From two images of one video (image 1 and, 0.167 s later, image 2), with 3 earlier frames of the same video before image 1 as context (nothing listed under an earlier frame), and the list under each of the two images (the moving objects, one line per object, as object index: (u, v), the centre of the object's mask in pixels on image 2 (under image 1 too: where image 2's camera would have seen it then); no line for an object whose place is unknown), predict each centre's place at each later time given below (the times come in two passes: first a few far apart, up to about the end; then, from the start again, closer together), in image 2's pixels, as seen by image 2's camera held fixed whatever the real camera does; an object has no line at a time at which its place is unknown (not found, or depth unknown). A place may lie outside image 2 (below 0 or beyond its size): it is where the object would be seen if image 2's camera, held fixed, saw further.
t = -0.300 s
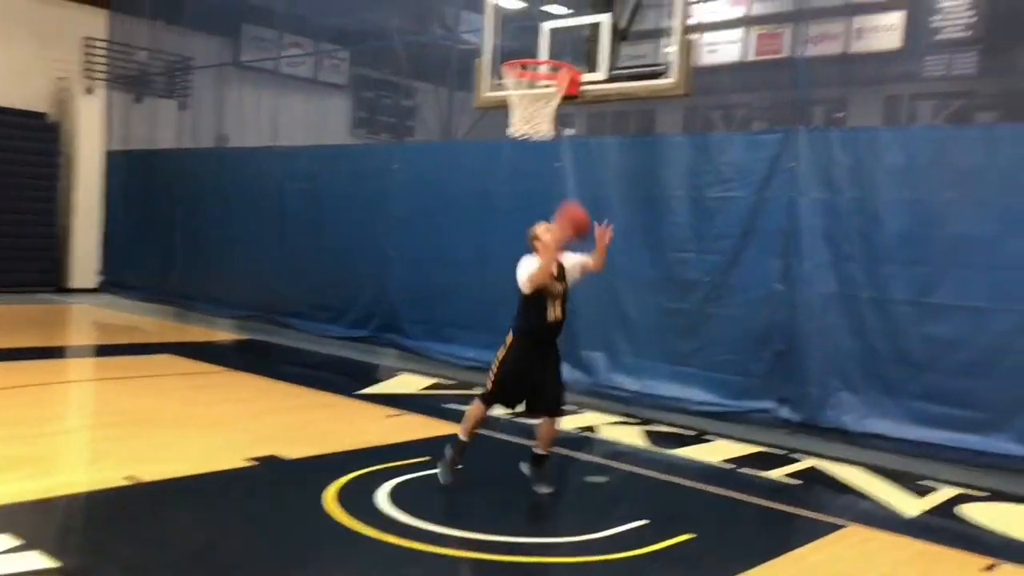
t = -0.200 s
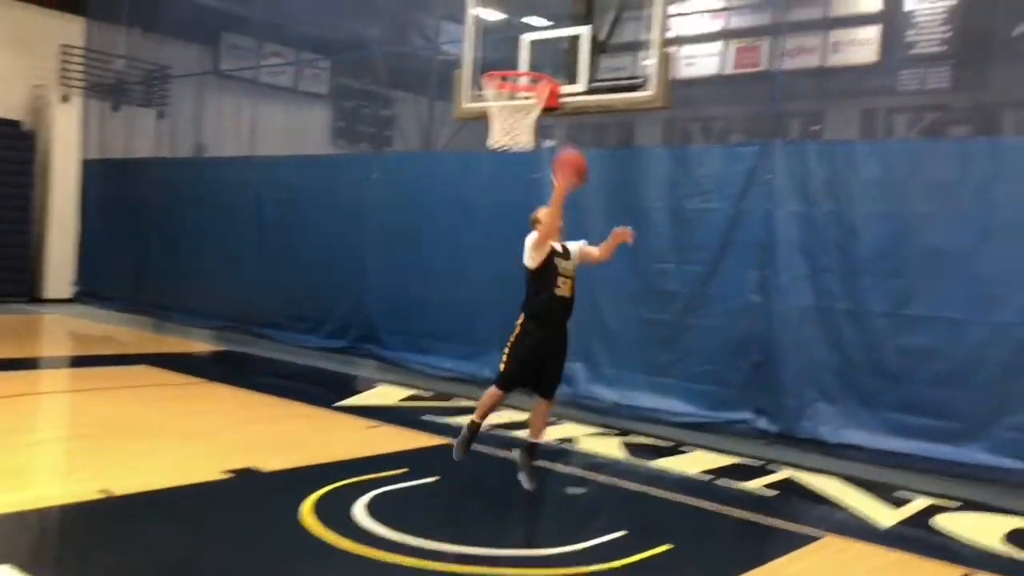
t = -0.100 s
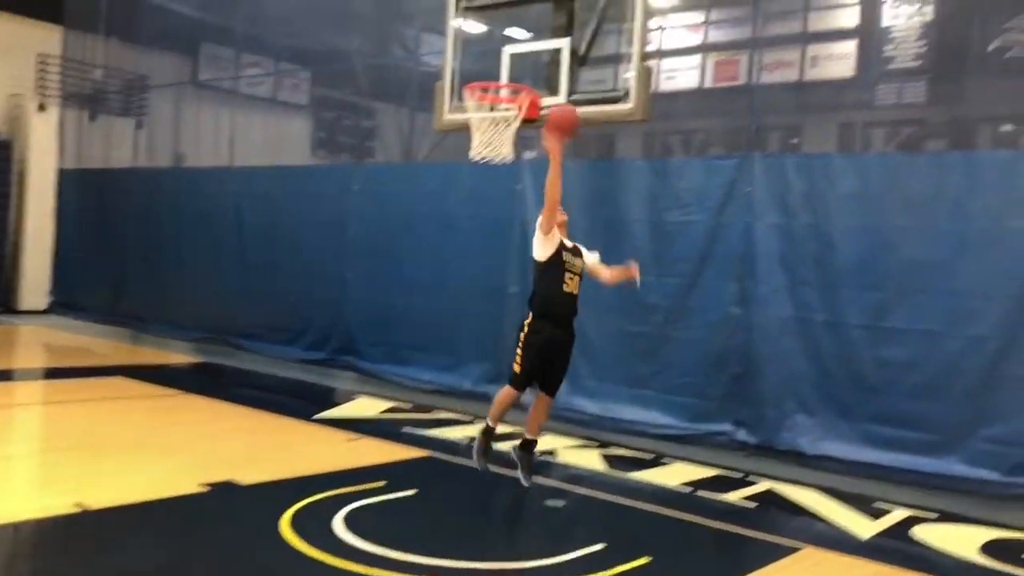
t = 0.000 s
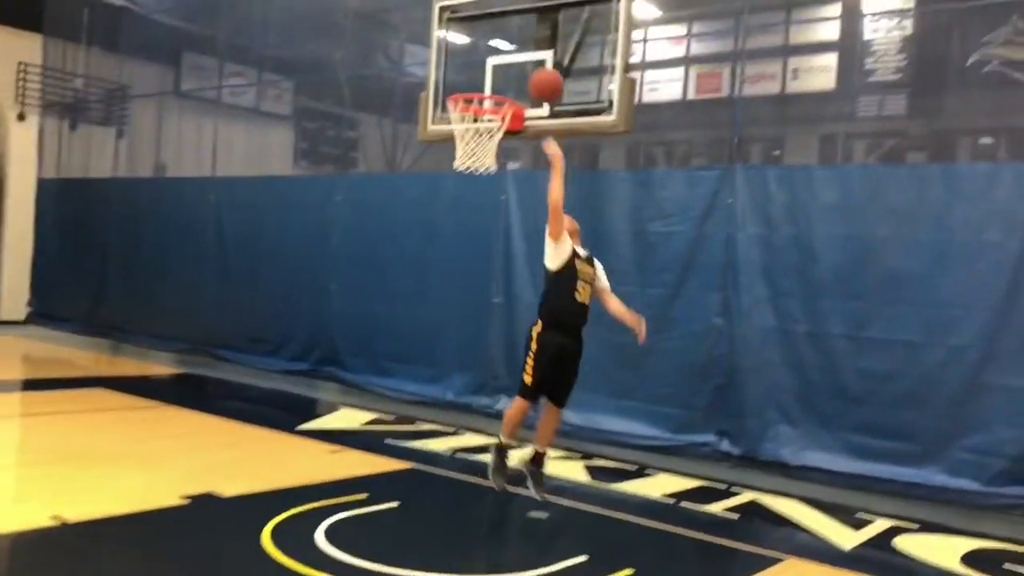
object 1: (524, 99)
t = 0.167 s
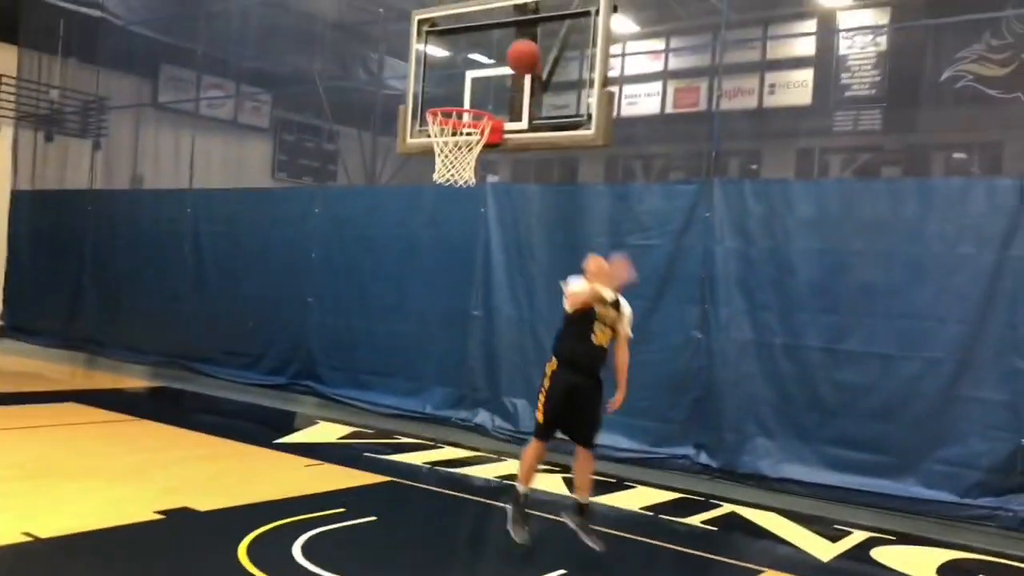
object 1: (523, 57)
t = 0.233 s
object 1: (523, 52)
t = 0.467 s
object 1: (481, 79)
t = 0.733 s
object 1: (434, 174)
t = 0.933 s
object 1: (416, 260)
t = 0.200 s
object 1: (523, 53)
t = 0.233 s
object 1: (523, 52)
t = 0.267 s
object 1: (521, 51)
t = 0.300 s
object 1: (515, 51)
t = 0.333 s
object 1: (508, 53)
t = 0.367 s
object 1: (502, 57)
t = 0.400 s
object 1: (496, 63)
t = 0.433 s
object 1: (488, 70)
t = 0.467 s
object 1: (481, 79)
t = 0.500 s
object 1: (474, 89)
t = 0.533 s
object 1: (467, 96)
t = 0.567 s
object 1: (459, 102)
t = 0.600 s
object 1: (451, 126)
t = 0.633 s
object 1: (438, 143)
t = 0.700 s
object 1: (439, 171)
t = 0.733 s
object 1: (434, 174)
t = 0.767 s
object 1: (431, 185)
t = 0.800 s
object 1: (429, 196)
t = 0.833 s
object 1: (426, 210)
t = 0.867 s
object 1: (423, 225)
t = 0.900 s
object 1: (420, 242)
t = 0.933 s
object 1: (416, 260)
